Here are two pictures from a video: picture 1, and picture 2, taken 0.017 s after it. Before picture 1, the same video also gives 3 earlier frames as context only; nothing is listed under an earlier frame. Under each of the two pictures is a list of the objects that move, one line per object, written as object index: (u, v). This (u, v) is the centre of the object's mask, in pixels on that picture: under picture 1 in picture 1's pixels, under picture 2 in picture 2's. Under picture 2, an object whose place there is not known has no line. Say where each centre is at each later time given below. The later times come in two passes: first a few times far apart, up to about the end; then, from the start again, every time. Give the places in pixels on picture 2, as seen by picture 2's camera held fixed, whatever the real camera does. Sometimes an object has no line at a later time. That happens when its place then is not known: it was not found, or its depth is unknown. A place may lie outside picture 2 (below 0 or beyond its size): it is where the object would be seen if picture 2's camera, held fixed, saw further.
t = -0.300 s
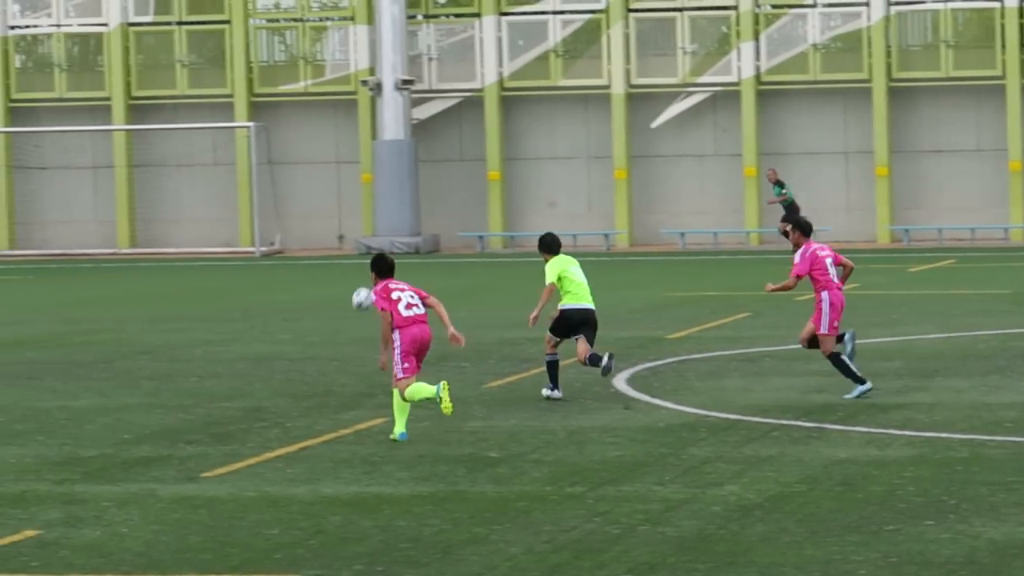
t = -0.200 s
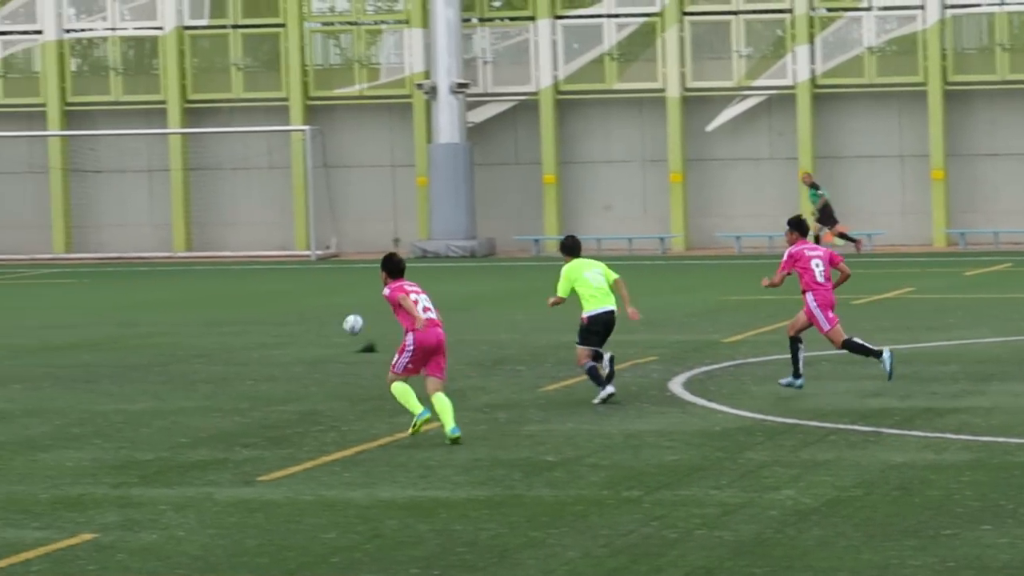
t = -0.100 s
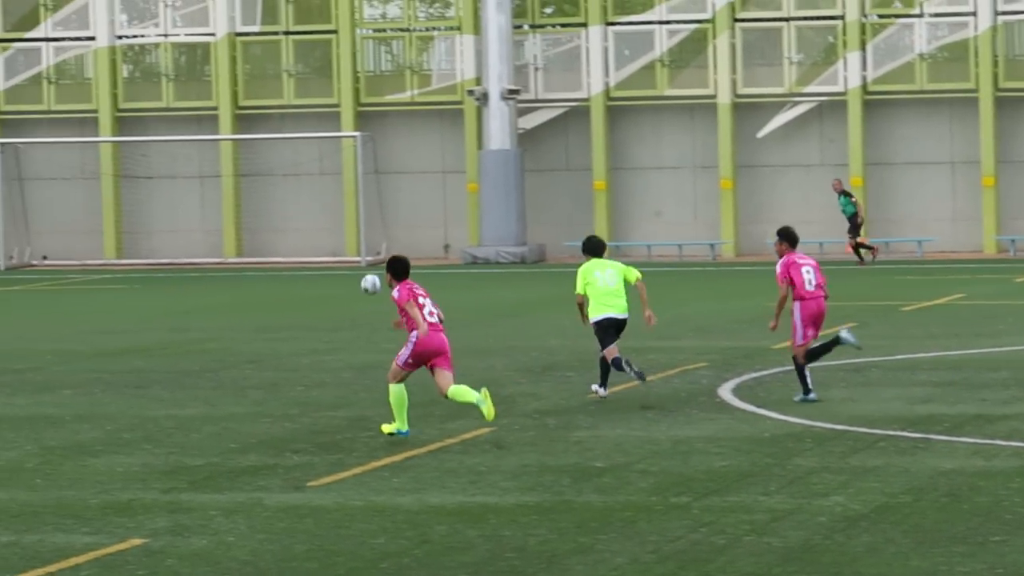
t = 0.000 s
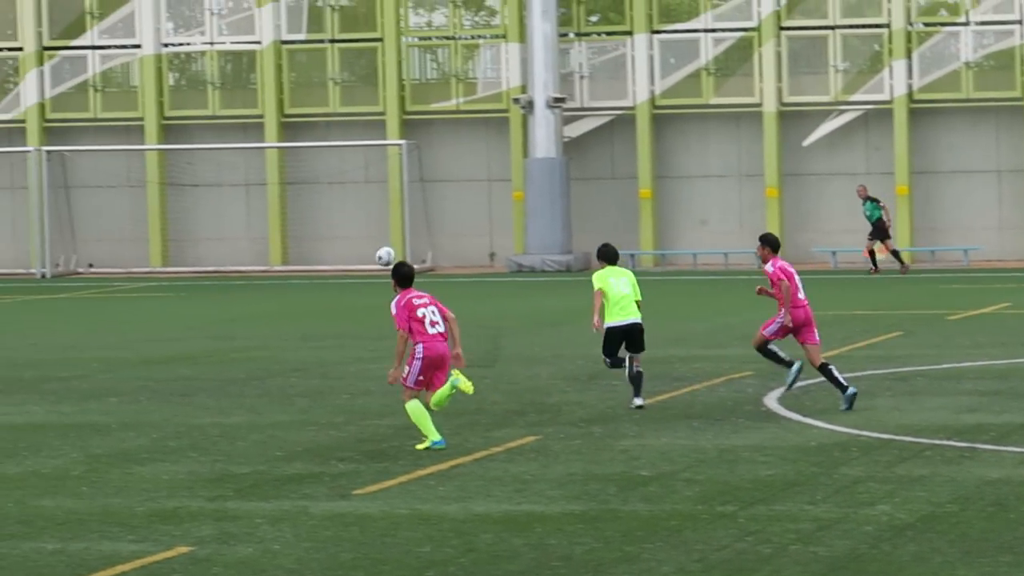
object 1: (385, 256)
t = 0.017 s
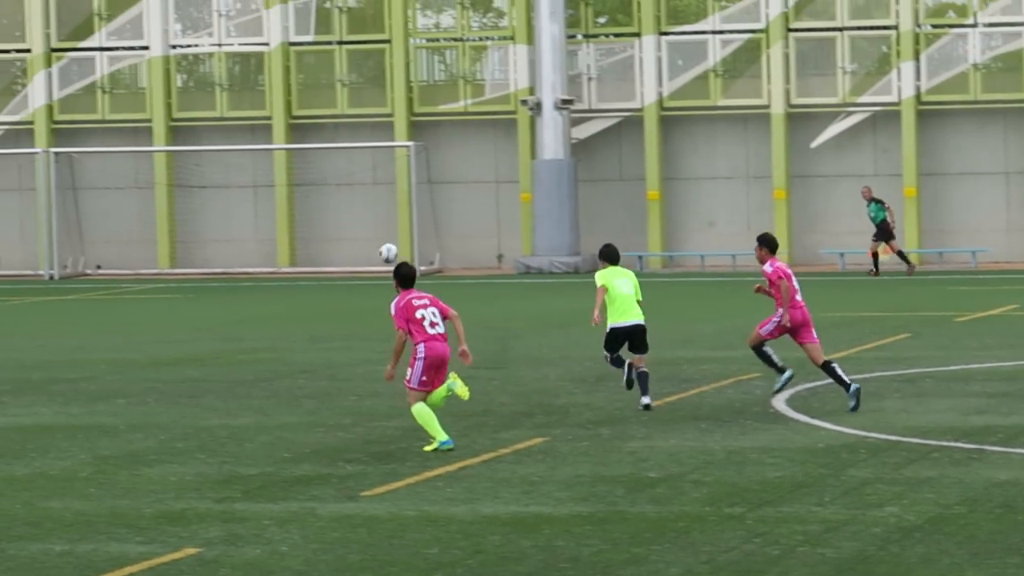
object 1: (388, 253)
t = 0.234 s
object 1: (326, 214)
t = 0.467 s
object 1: (267, 221)
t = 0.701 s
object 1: (214, 275)
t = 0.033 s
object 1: (384, 248)
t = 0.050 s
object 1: (378, 244)
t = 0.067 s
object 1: (373, 240)
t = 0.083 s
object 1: (368, 236)
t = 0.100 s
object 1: (364, 233)
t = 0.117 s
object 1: (359, 229)
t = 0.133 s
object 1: (354, 226)
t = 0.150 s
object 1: (349, 224)
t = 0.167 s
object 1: (345, 221)
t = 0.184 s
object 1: (340, 219)
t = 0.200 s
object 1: (335, 217)
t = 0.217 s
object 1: (331, 215)
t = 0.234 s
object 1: (326, 214)
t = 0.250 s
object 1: (322, 213)
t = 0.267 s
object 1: (318, 212)
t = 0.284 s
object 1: (313, 211)
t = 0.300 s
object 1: (309, 211)
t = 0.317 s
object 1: (304, 211)
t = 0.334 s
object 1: (299, 211)
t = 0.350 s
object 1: (296, 211)
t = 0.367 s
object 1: (291, 212)
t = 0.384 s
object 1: (287, 213)
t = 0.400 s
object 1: (283, 214)
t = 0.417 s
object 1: (279, 215)
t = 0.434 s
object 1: (275, 217)
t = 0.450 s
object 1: (270, 219)
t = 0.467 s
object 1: (267, 221)
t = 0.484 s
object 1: (262, 223)
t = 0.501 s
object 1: (258, 226)
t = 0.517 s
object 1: (254, 229)
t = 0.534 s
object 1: (250, 232)
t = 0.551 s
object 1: (247, 235)
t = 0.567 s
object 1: (243, 239)
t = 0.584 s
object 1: (239, 242)
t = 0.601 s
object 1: (235, 246)
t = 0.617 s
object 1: (232, 250)
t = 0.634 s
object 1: (228, 255)
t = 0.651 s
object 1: (224, 260)
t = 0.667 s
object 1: (221, 265)
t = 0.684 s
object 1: (217, 270)
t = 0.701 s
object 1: (214, 275)
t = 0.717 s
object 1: (210, 280)
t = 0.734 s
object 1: (206, 287)
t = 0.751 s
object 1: (201, 293)
